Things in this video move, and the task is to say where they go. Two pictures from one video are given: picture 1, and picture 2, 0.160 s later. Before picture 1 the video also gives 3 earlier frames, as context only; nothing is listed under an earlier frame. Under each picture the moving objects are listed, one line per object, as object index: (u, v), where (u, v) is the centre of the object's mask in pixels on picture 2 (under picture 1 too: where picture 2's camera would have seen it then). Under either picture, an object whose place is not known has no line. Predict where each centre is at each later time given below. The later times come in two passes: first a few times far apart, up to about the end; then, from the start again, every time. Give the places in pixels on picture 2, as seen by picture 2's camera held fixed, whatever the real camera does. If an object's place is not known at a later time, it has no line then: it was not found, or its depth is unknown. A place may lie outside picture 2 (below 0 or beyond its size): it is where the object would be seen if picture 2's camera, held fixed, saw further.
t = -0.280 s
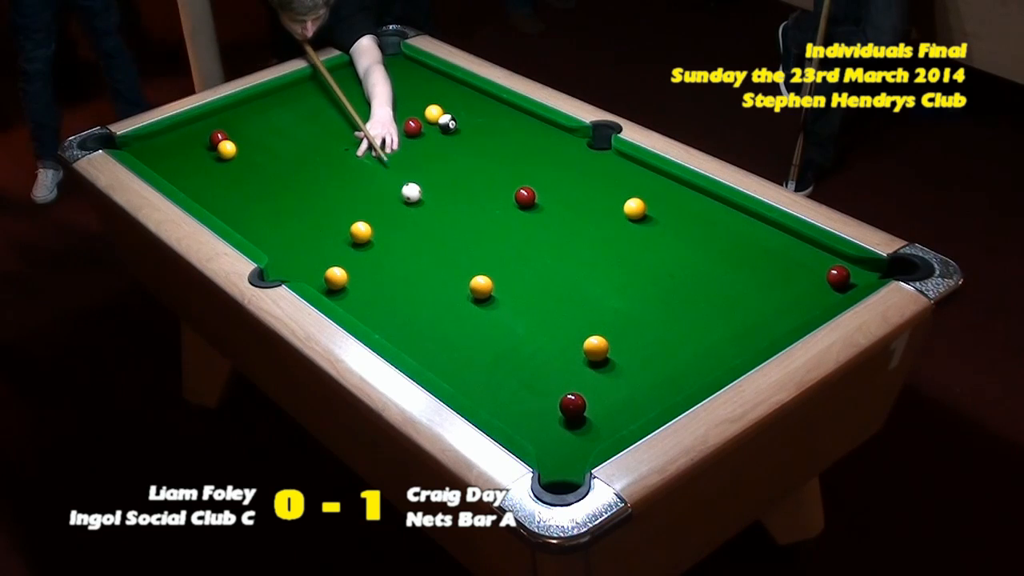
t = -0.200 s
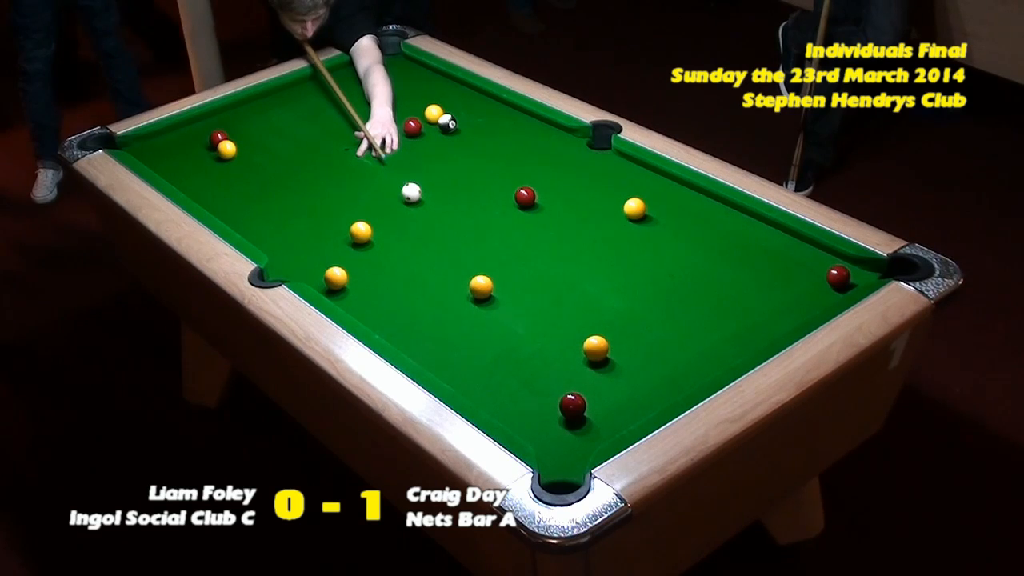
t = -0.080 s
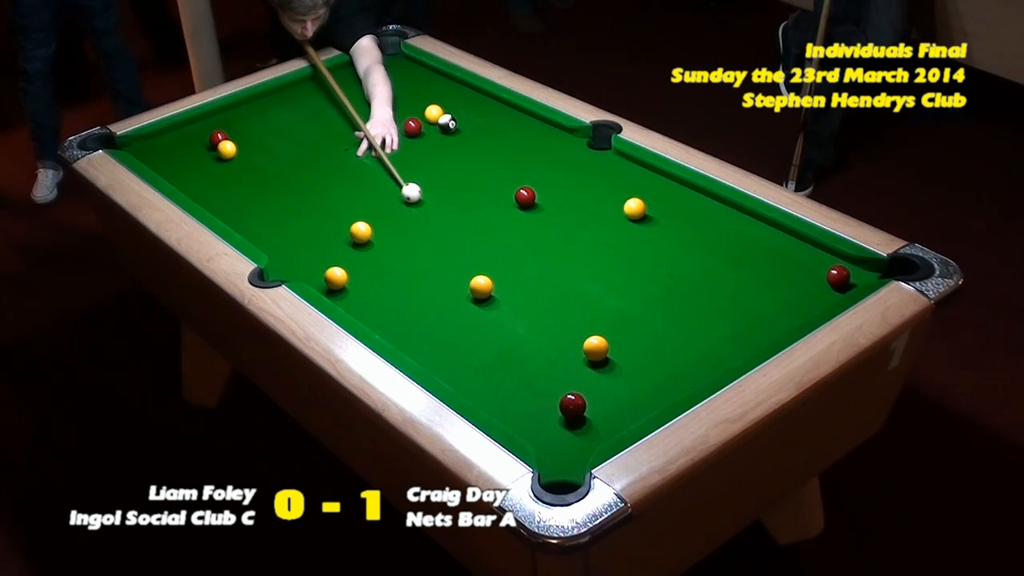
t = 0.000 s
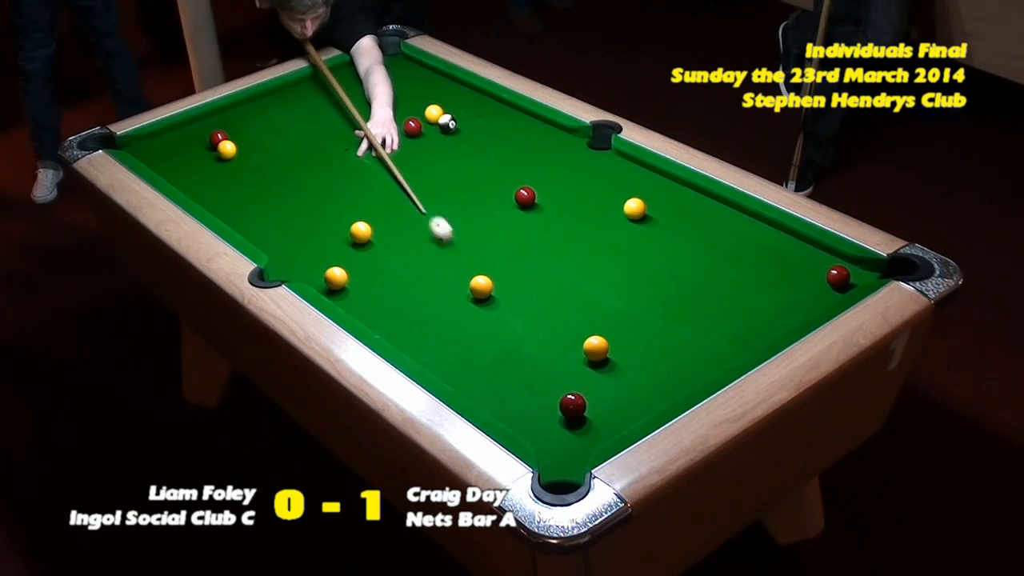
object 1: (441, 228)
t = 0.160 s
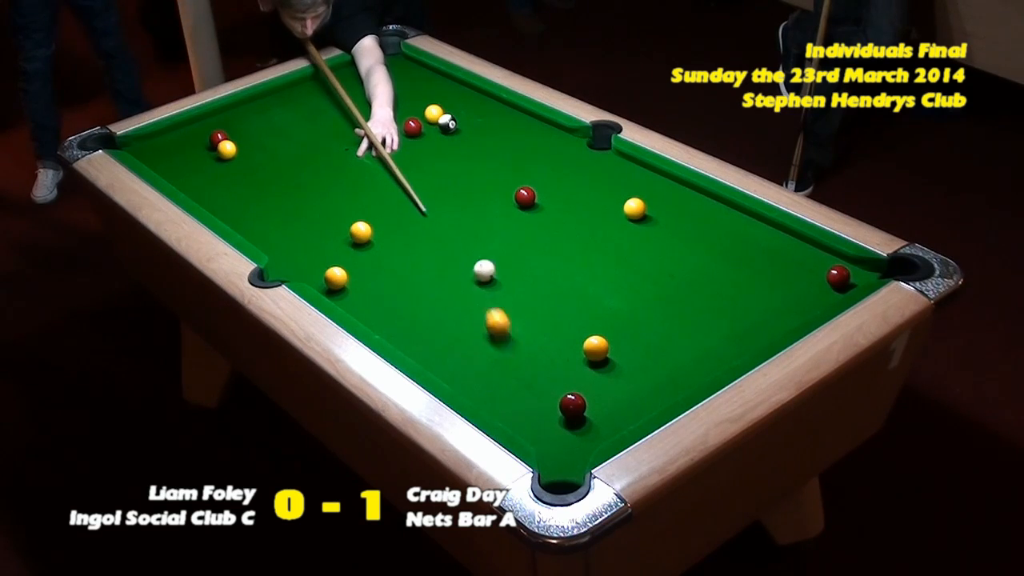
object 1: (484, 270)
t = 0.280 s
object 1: (492, 261)
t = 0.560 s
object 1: (509, 242)
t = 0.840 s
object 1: (523, 225)
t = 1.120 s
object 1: (536, 210)
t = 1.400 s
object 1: (548, 197)
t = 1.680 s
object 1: (558, 186)
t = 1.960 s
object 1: (566, 177)
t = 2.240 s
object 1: (574, 170)
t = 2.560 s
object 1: (581, 163)
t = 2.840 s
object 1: (585, 158)
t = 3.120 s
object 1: (589, 155)
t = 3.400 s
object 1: (590, 153)
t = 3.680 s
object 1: (591, 152)
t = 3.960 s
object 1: (591, 152)
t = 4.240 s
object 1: (591, 152)
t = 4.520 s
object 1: (591, 152)
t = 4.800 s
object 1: (591, 152)
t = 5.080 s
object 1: (591, 152)
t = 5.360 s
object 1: (591, 152)
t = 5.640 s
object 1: (591, 152)
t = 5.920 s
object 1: (591, 152)
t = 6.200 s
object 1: (591, 152)
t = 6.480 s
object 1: (591, 152)
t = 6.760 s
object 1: (591, 152)
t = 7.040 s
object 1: (591, 152)
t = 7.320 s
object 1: (591, 152)
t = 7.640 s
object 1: (591, 152)
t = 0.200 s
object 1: (487, 267)
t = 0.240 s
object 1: (490, 264)
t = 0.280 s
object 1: (492, 261)
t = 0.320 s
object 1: (494, 258)
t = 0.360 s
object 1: (497, 255)
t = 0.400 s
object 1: (499, 252)
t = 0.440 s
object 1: (502, 250)
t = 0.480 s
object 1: (504, 247)
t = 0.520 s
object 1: (507, 244)
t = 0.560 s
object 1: (509, 242)
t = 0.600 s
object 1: (511, 239)
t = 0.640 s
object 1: (513, 237)
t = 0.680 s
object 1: (515, 234)
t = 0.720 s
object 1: (517, 232)
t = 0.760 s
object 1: (519, 229)
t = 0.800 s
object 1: (521, 227)
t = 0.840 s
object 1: (523, 225)
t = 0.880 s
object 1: (525, 223)
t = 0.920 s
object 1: (527, 220)
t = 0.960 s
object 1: (529, 218)
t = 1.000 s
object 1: (531, 216)
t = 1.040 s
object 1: (533, 214)
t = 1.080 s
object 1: (535, 212)
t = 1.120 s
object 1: (536, 210)
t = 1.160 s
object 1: (538, 208)
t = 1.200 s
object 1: (540, 206)
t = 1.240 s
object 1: (541, 204)
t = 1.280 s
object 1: (543, 203)
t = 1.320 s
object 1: (545, 201)
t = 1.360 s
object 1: (546, 199)
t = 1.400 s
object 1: (548, 197)
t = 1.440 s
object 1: (549, 196)
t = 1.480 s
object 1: (551, 194)
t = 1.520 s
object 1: (552, 192)
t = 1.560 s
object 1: (554, 191)
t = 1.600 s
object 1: (555, 189)
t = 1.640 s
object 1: (557, 188)
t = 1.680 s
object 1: (558, 186)
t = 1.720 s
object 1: (559, 185)
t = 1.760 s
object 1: (560, 184)
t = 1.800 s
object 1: (562, 182)
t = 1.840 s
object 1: (563, 181)
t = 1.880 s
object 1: (564, 180)
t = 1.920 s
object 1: (565, 178)
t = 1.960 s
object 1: (566, 177)
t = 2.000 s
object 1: (568, 176)
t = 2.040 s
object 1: (569, 175)
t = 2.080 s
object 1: (570, 174)
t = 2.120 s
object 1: (571, 173)
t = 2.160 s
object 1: (572, 172)
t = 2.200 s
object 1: (573, 171)
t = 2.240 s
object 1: (574, 170)
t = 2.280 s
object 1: (575, 168)
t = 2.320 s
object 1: (576, 168)
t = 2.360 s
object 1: (577, 167)
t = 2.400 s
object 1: (577, 166)
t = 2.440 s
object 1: (578, 165)
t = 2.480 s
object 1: (579, 164)
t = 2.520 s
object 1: (580, 163)
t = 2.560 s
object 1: (581, 163)
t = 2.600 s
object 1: (581, 162)
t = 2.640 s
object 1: (582, 161)
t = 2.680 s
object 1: (583, 160)
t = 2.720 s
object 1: (584, 160)
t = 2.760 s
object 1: (584, 159)
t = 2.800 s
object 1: (585, 158)
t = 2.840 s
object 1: (585, 158)
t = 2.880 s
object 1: (586, 157)
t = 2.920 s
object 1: (586, 157)
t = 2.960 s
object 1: (587, 156)
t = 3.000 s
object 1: (587, 156)
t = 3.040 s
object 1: (588, 155)
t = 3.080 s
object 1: (588, 155)
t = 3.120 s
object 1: (589, 155)
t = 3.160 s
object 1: (589, 154)
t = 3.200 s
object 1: (589, 154)
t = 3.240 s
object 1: (590, 154)
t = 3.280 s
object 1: (590, 153)
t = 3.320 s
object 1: (590, 153)
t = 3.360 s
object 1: (590, 153)
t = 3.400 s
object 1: (590, 153)
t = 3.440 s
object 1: (591, 152)
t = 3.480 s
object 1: (591, 152)
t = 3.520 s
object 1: (591, 152)
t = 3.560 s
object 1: (591, 152)
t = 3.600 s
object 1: (591, 152)
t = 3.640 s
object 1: (591, 152)
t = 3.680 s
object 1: (591, 152)
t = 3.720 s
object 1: (591, 152)
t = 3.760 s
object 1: (591, 152)
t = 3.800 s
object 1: (591, 152)
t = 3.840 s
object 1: (591, 152)
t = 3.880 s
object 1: (591, 152)
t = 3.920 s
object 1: (591, 152)
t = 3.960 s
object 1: (591, 152)
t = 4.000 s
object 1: (591, 152)
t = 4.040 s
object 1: (591, 152)
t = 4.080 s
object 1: (591, 152)
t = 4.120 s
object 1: (591, 152)
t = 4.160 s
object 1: (591, 152)
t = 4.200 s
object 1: (591, 152)
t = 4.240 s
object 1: (591, 152)
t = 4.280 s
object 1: (591, 152)
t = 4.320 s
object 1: (591, 152)
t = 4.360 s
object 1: (591, 152)
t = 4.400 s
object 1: (591, 152)
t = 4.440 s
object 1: (591, 152)
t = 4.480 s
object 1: (591, 152)
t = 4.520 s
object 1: (591, 152)
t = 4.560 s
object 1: (591, 152)
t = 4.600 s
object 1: (591, 152)
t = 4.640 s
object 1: (591, 152)
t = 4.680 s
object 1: (591, 152)
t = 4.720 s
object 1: (591, 152)
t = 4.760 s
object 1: (591, 152)
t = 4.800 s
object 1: (591, 152)
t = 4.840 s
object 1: (591, 152)
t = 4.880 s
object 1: (591, 152)
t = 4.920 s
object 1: (591, 152)
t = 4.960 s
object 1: (591, 152)
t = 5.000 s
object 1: (591, 152)
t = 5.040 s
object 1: (591, 152)
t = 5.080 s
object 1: (591, 152)
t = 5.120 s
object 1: (591, 152)
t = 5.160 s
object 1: (591, 152)
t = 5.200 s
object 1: (591, 152)
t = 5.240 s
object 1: (591, 152)
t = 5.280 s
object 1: (591, 152)
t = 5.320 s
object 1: (591, 152)
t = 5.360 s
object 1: (591, 152)
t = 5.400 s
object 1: (591, 152)
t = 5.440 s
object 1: (591, 152)
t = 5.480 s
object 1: (591, 152)
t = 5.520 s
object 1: (591, 152)
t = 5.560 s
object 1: (591, 152)
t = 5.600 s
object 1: (591, 152)
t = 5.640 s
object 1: (591, 152)
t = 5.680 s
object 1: (591, 152)
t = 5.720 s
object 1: (591, 152)
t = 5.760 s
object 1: (591, 152)
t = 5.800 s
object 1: (591, 152)
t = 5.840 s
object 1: (591, 152)
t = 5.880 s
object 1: (591, 152)
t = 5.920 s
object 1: (591, 152)
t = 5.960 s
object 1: (591, 152)
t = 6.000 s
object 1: (591, 152)
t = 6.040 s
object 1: (591, 152)
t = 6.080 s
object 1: (591, 152)
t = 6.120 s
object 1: (591, 152)
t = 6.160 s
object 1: (591, 152)
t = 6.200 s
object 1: (591, 152)
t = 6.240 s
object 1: (591, 152)
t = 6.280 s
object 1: (591, 152)
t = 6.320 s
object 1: (591, 152)
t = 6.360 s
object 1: (591, 152)
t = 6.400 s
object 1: (591, 152)
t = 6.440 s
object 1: (591, 152)
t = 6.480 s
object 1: (591, 152)
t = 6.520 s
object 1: (591, 152)
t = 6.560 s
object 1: (591, 152)
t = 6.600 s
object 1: (591, 152)
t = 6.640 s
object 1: (591, 152)
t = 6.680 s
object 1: (591, 152)
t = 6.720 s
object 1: (591, 152)
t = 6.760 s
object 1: (591, 152)
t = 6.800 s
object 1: (591, 152)
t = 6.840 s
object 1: (591, 152)
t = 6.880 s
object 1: (591, 152)
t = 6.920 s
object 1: (591, 152)
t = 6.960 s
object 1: (591, 152)
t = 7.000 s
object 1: (591, 152)
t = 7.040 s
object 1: (591, 152)
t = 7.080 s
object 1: (591, 152)
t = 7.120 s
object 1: (591, 152)
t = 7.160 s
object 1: (591, 152)
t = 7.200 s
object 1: (591, 152)
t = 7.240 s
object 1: (591, 152)
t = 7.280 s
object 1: (591, 152)
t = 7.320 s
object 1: (591, 152)
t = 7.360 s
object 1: (591, 152)
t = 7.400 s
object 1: (591, 152)
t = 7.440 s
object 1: (591, 152)
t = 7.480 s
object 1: (591, 152)
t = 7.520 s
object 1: (591, 152)
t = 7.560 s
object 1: (591, 152)
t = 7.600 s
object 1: (591, 152)
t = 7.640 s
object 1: (591, 152)
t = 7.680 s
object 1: (591, 152)
